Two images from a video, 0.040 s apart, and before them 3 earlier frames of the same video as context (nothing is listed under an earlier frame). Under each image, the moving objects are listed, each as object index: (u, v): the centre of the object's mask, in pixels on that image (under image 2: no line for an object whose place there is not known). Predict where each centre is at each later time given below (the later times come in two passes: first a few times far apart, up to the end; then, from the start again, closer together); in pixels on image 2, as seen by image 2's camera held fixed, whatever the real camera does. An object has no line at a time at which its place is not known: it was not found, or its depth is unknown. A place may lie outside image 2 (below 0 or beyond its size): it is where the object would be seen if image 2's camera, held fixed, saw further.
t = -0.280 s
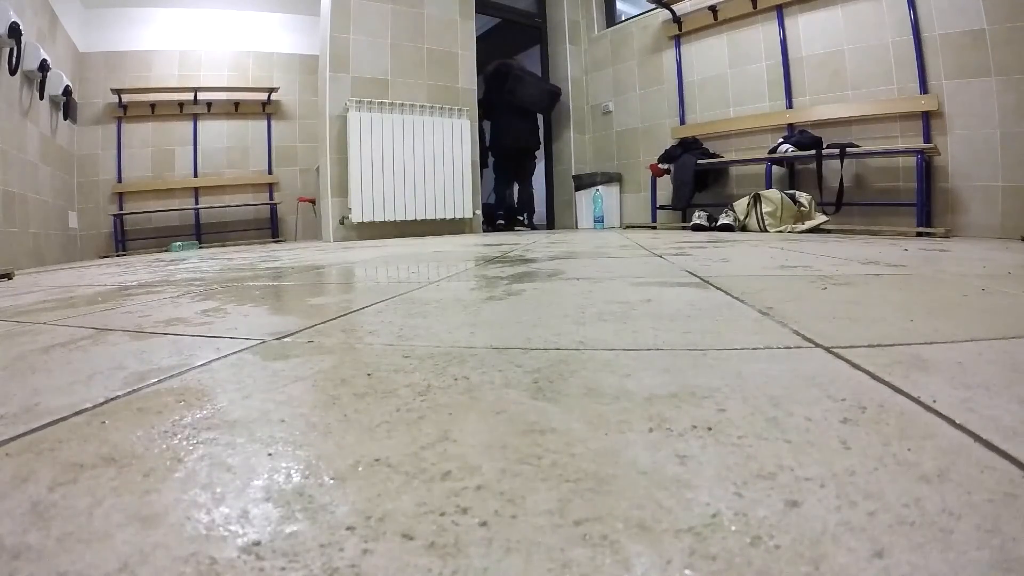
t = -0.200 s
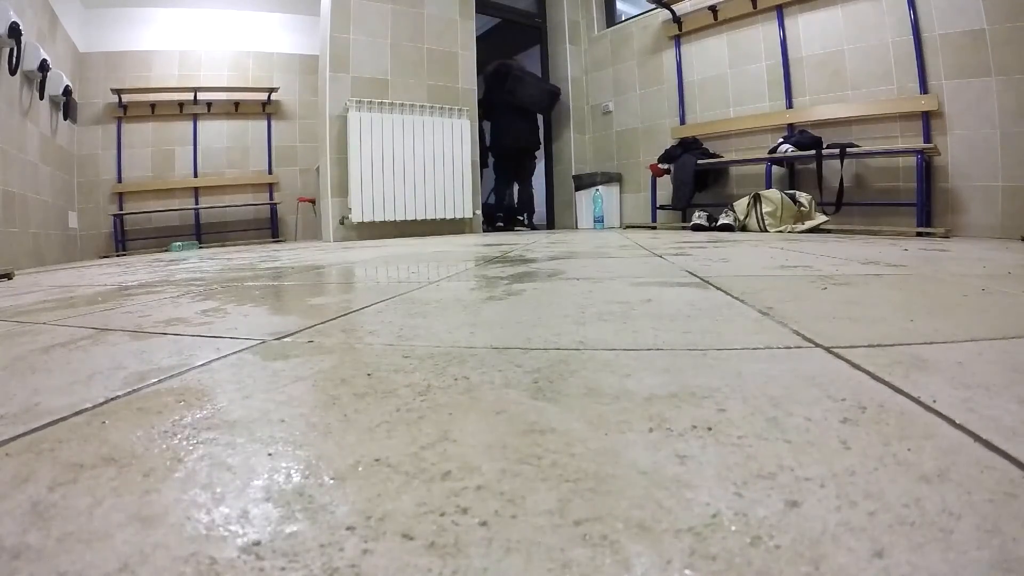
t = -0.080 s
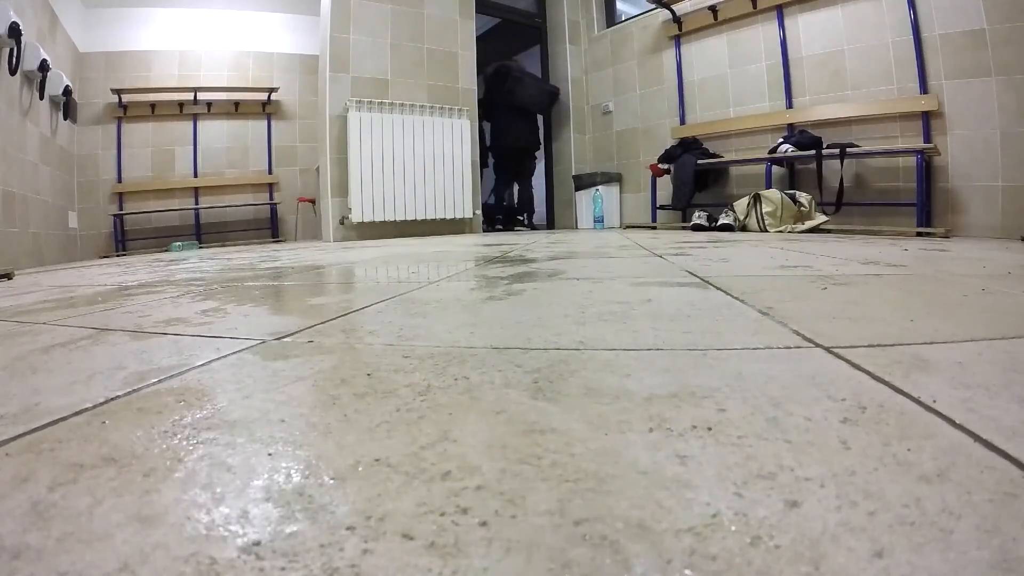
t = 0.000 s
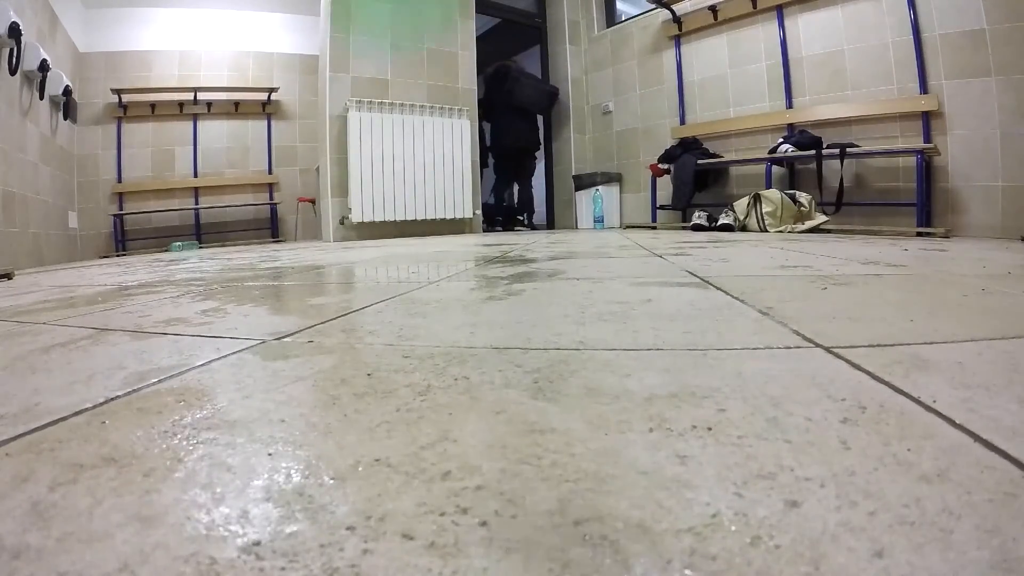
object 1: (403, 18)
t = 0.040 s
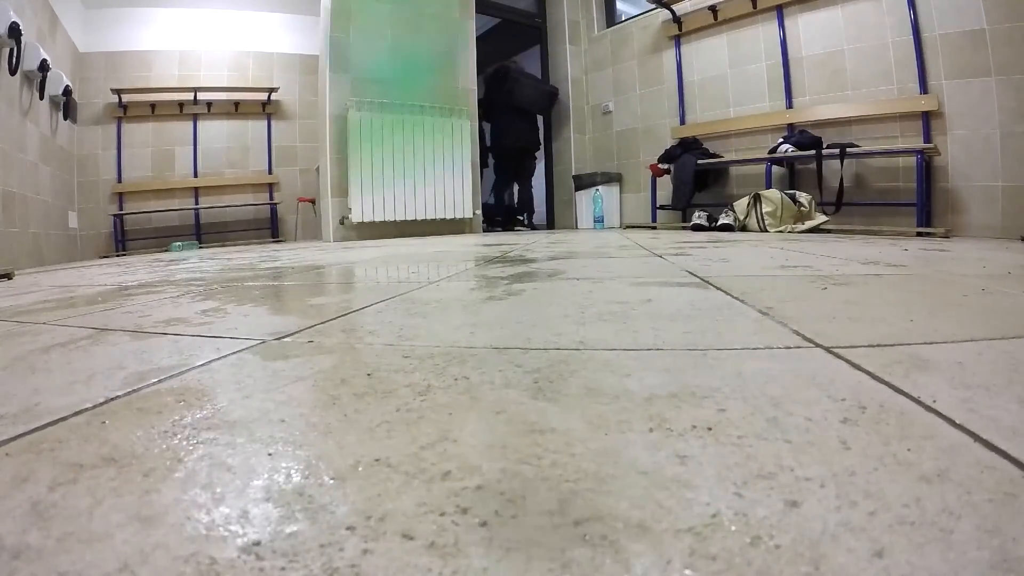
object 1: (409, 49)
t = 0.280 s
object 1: (448, 297)
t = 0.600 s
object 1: (482, 110)
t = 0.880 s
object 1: (509, 76)
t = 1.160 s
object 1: (531, 117)
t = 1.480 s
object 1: (552, 238)
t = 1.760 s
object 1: (563, 247)
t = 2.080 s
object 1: (571, 188)
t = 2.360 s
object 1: (582, 198)
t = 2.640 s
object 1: (595, 253)
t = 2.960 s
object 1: (607, 288)
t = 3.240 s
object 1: (605, 288)
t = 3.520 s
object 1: (605, 283)
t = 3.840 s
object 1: (605, 286)
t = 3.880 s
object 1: (606, 286)
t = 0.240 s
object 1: (443, 339)
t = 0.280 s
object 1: (448, 297)
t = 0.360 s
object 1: (463, 242)
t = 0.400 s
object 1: (471, 210)
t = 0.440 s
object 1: (479, 175)
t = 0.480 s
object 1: (479, 147)
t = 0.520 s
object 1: (480, 132)
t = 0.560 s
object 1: (481, 120)
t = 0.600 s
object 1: (482, 110)
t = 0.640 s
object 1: (487, 102)
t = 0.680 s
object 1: (495, 97)
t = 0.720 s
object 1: (500, 90)
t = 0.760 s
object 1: (505, 83)
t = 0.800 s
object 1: (507, 76)
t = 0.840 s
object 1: (507, 71)
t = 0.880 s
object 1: (509, 76)
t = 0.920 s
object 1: (510, 80)
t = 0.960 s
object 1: (512, 85)
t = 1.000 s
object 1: (515, 91)
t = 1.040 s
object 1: (521, 105)
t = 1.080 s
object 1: (527, 108)
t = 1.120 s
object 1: (530, 112)
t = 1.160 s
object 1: (531, 117)
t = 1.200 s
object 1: (532, 135)
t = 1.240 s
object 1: (533, 147)
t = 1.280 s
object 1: (534, 159)
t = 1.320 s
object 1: (537, 174)
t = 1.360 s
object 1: (540, 195)
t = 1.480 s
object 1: (552, 238)
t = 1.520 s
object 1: (554, 262)
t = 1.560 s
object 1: (554, 280)
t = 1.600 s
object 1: (554, 297)
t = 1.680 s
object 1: (558, 277)
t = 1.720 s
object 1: (562, 260)
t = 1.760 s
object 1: (563, 247)
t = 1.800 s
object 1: (565, 238)
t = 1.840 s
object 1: (567, 231)
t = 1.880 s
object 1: (568, 223)
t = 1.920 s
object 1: (568, 214)
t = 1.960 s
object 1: (568, 206)
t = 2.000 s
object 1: (568, 198)
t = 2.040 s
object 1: (569, 193)
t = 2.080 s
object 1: (571, 188)
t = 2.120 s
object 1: (573, 184)
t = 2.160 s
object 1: (576, 183)
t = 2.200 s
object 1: (579, 185)
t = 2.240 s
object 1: (581, 189)
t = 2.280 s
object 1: (582, 192)
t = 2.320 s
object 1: (582, 196)
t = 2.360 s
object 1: (582, 198)
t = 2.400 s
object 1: (583, 203)
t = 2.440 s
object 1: (584, 207)
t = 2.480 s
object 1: (586, 211)
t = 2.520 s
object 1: (588, 219)
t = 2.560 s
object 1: (591, 227)
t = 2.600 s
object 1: (593, 240)
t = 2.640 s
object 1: (595, 253)
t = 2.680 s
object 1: (596, 269)
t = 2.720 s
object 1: (597, 281)
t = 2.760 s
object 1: (597, 294)
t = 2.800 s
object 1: (598, 293)
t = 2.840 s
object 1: (600, 292)
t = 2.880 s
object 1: (603, 290)
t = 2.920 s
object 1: (605, 288)
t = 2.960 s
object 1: (607, 288)
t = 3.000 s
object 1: (607, 288)
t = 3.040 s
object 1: (608, 290)
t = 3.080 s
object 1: (608, 293)
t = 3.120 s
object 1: (607, 296)
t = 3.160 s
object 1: (606, 294)
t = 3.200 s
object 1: (606, 290)
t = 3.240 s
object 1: (605, 288)
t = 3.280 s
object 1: (606, 286)
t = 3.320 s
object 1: (606, 285)
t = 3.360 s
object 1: (606, 285)
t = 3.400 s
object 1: (606, 283)
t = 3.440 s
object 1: (606, 282)
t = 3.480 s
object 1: (606, 282)
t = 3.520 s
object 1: (605, 283)
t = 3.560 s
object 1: (605, 283)
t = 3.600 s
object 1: (606, 283)
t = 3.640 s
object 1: (606, 284)
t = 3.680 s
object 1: (606, 284)
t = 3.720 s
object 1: (605, 284)
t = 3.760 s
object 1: (605, 285)
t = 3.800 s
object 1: (605, 286)
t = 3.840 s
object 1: (605, 286)
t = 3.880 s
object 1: (606, 286)
